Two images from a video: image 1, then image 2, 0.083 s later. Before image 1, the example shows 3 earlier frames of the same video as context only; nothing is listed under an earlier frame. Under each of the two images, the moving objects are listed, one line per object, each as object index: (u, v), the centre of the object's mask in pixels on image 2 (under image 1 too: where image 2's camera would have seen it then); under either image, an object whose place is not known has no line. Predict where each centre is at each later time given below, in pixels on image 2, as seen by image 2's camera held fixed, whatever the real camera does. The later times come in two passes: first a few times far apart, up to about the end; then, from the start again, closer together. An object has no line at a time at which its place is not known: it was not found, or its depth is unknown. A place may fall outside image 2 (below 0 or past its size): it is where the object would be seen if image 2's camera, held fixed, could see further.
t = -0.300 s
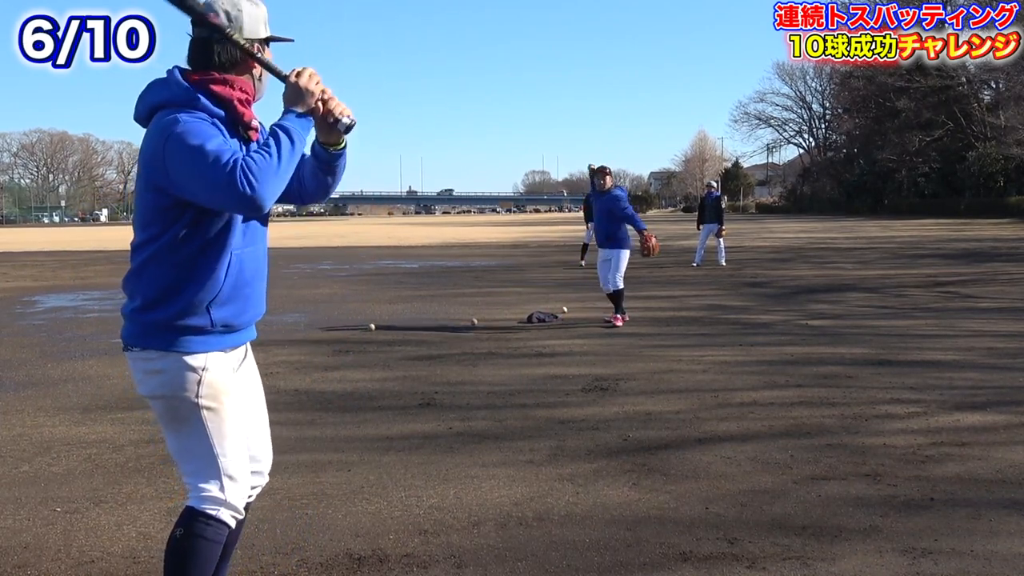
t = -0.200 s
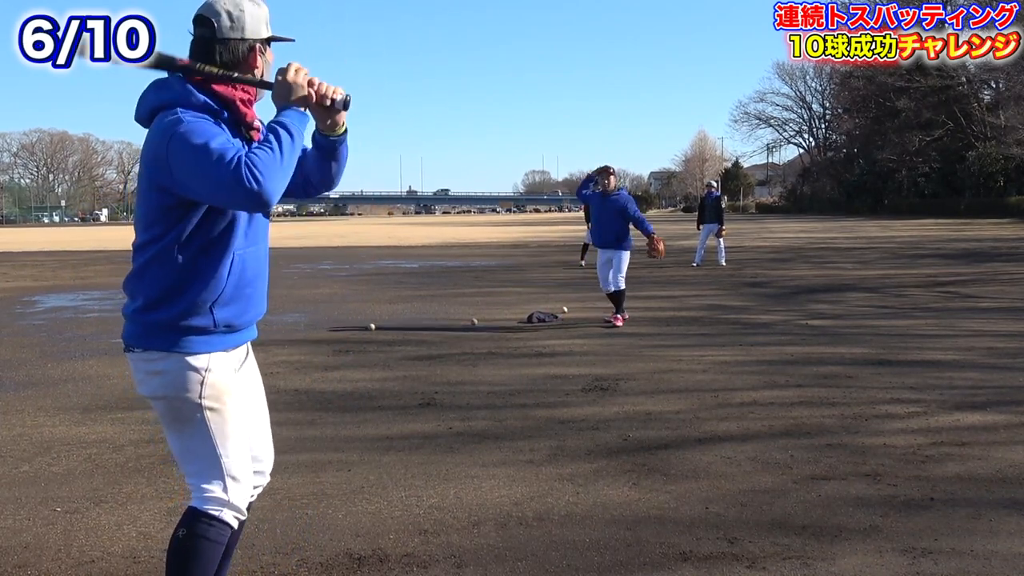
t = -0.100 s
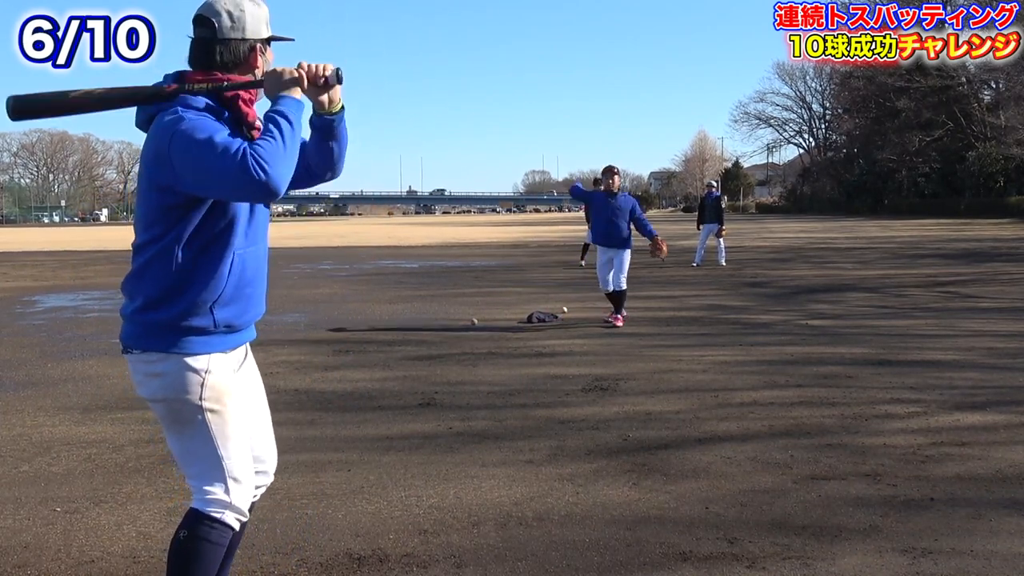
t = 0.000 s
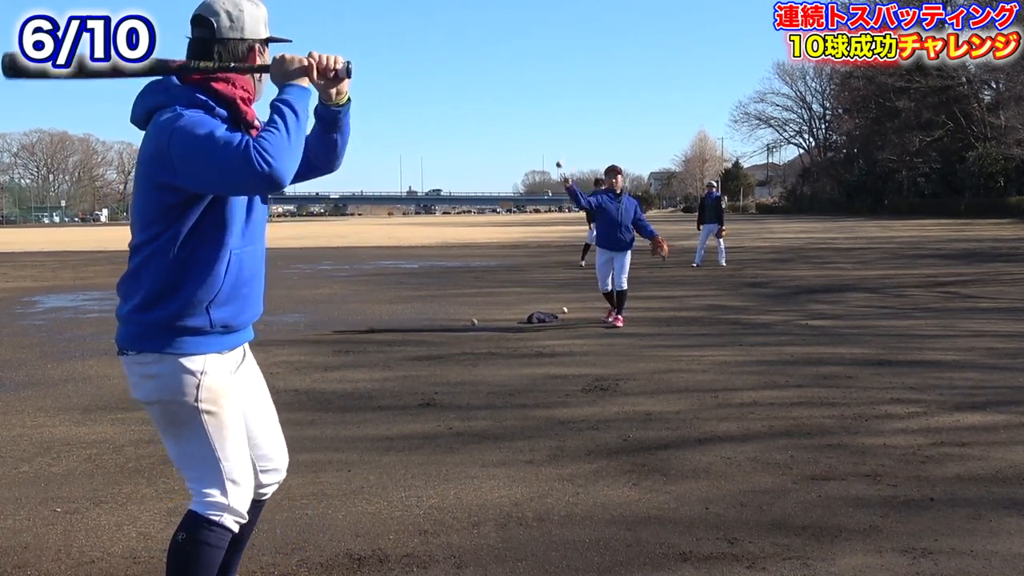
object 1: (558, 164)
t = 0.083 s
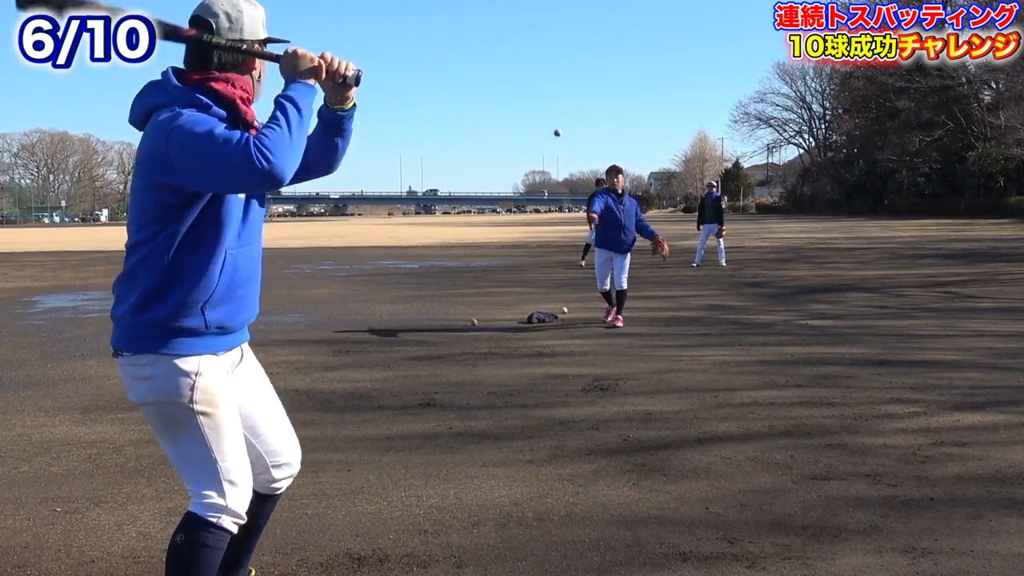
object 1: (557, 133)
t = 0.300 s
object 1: (549, 67)
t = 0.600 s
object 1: (534, 51)
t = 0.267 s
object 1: (551, 75)
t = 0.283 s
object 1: (551, 71)
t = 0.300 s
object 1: (549, 67)
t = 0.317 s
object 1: (549, 63)
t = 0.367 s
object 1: (547, 54)
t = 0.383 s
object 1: (546, 51)
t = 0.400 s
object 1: (545, 49)
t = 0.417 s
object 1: (544, 47)
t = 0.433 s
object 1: (543, 45)
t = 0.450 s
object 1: (543, 43)
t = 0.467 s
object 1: (542, 43)
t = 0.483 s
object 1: (541, 42)
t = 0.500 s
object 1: (540, 42)
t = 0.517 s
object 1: (539, 42)
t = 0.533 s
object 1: (538, 43)
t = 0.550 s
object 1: (537, 44)
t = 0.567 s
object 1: (536, 46)
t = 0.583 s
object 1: (535, 48)
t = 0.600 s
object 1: (534, 51)
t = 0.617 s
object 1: (533, 55)
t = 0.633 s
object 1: (531, 59)
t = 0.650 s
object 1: (530, 64)
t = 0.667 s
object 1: (529, 70)
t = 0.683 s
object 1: (528, 77)
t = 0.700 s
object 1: (527, 85)
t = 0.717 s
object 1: (526, 93)
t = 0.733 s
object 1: (524, 103)
